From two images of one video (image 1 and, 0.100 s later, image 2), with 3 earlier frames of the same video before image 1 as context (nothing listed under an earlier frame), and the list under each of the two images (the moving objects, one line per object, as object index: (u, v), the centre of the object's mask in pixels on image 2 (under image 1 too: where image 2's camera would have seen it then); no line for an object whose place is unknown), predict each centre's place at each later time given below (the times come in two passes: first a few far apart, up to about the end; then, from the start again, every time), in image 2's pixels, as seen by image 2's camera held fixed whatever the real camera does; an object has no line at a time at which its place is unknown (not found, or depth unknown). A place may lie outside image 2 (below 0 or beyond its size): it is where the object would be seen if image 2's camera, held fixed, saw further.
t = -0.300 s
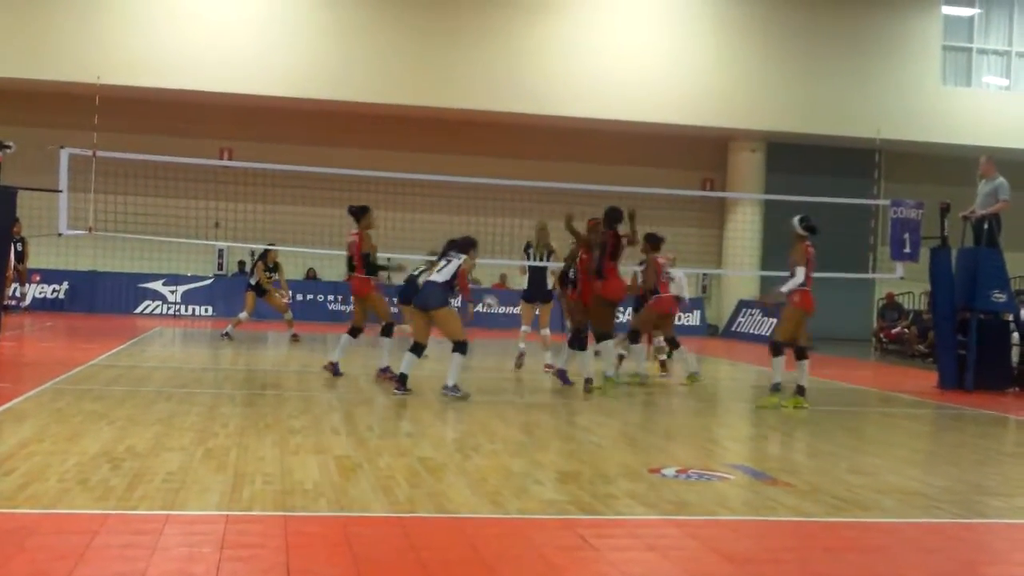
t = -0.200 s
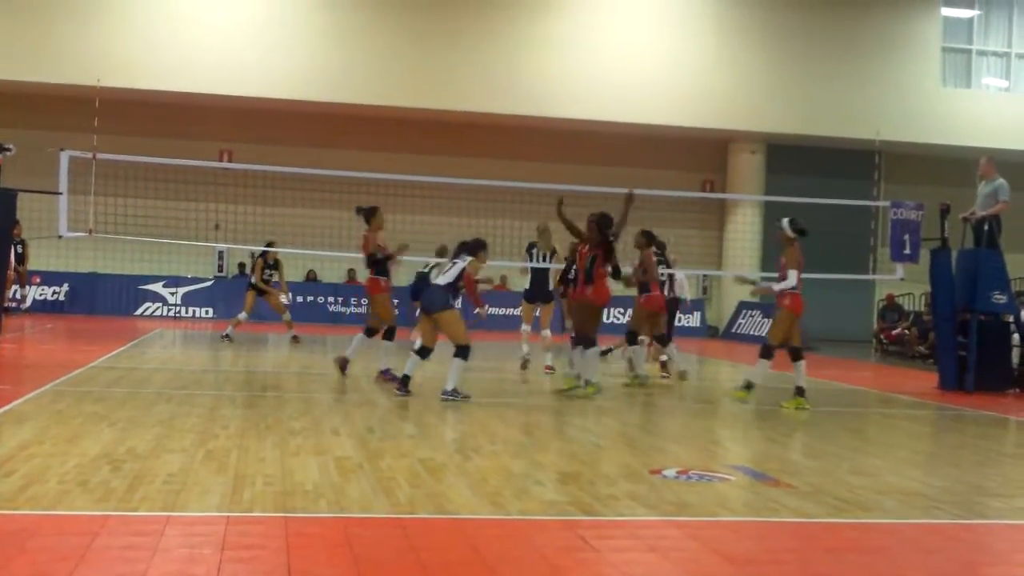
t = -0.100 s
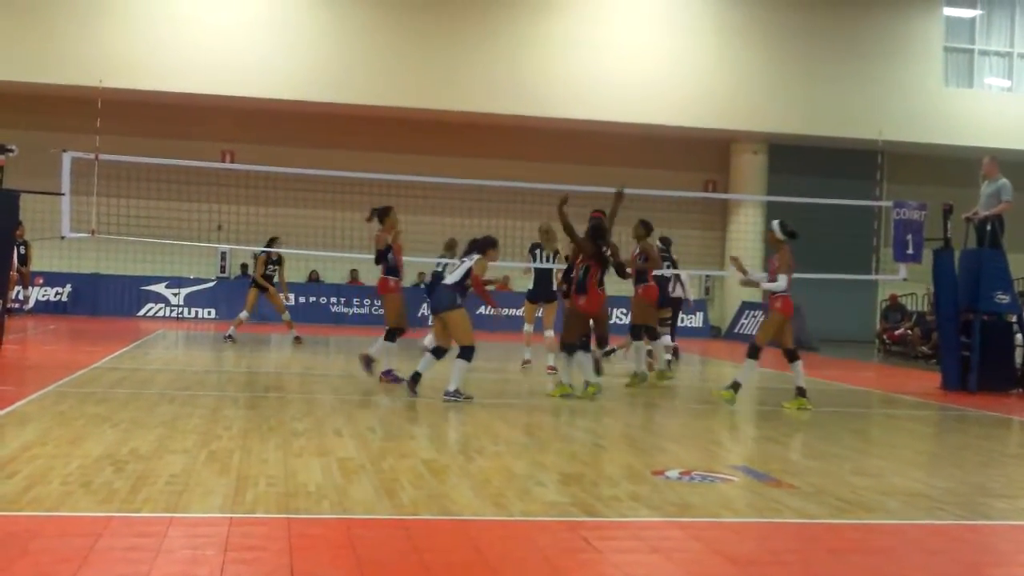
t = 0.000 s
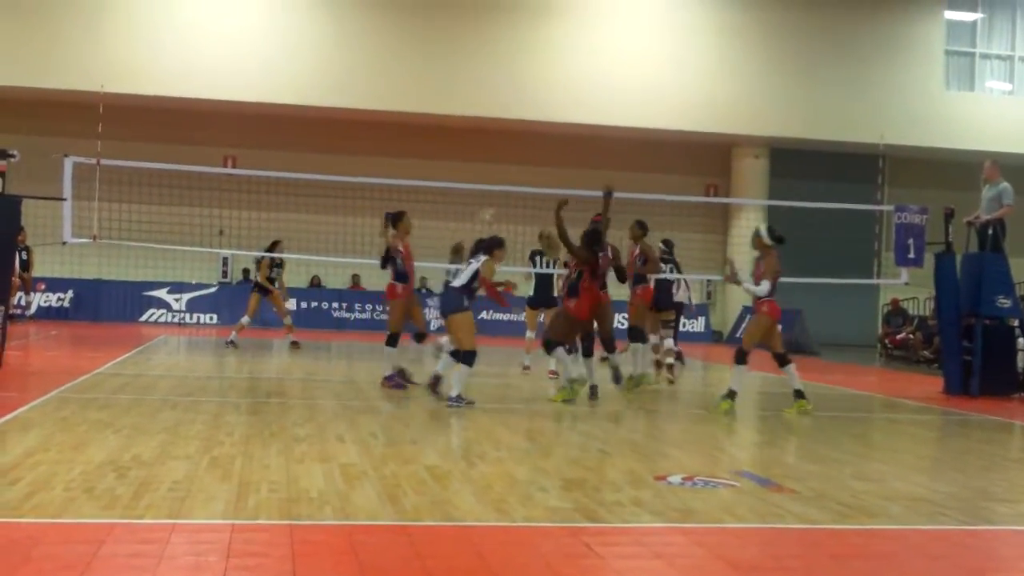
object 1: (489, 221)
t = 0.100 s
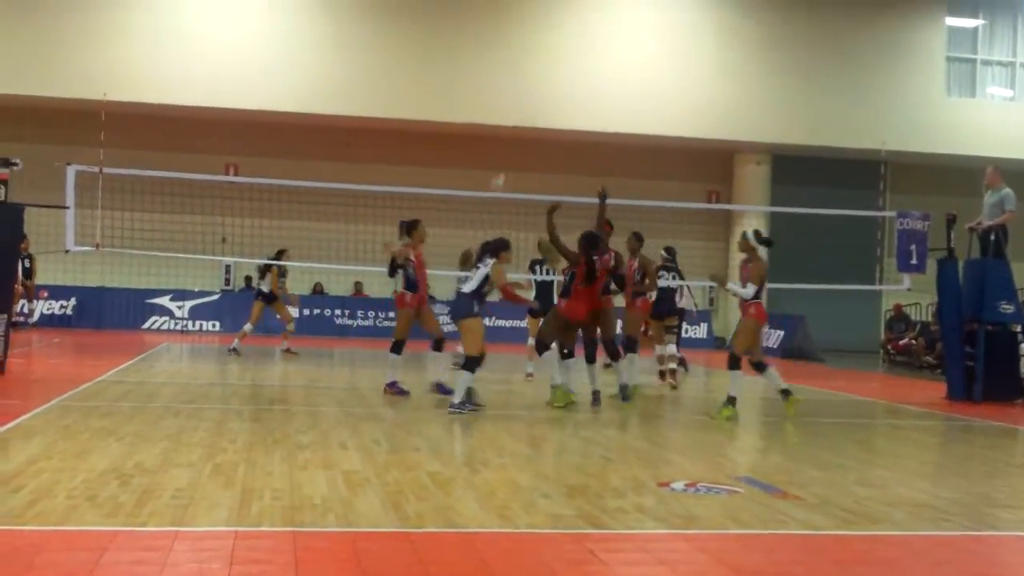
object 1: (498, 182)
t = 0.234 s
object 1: (510, 140)
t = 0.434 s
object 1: (528, 100)
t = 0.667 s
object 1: (545, 84)
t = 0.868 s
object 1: (560, 102)
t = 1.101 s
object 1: (575, 157)
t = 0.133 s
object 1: (501, 170)
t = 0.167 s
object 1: (504, 161)
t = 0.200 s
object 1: (507, 150)
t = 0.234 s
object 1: (510, 140)
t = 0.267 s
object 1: (513, 132)
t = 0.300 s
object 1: (516, 123)
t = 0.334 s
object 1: (520, 118)
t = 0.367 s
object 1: (522, 111)
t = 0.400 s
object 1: (525, 104)
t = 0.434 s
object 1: (528, 100)
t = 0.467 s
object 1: (531, 96)
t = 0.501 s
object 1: (534, 93)
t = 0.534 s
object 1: (535, 91)
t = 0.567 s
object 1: (538, 88)
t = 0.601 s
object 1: (541, 86)
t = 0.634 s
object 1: (542, 84)
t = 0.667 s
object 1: (545, 84)
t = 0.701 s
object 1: (548, 86)
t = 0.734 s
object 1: (550, 88)
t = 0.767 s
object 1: (553, 91)
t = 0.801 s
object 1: (555, 93)
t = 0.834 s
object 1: (558, 97)
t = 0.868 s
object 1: (560, 102)
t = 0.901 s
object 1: (563, 108)
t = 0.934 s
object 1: (566, 115)
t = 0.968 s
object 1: (567, 122)
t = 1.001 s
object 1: (568, 129)
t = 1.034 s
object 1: (571, 138)
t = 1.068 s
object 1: (573, 147)
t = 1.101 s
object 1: (575, 157)
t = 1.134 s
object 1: (577, 168)
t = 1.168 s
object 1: (579, 180)
